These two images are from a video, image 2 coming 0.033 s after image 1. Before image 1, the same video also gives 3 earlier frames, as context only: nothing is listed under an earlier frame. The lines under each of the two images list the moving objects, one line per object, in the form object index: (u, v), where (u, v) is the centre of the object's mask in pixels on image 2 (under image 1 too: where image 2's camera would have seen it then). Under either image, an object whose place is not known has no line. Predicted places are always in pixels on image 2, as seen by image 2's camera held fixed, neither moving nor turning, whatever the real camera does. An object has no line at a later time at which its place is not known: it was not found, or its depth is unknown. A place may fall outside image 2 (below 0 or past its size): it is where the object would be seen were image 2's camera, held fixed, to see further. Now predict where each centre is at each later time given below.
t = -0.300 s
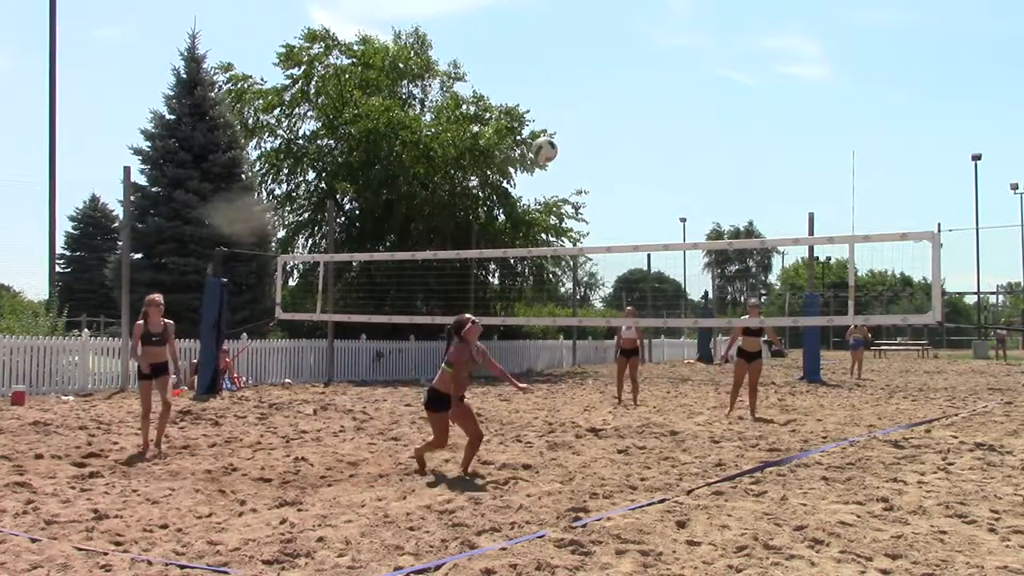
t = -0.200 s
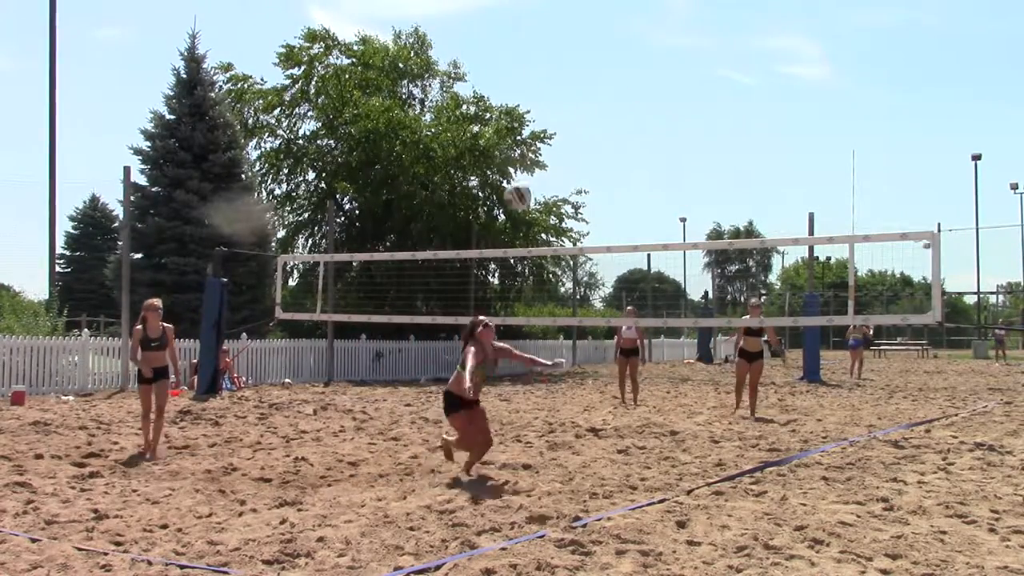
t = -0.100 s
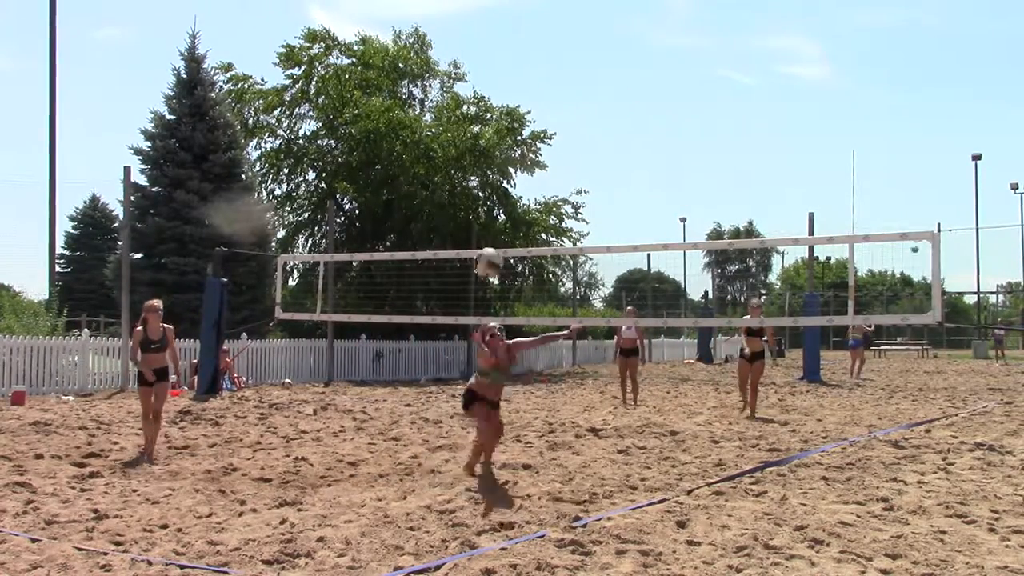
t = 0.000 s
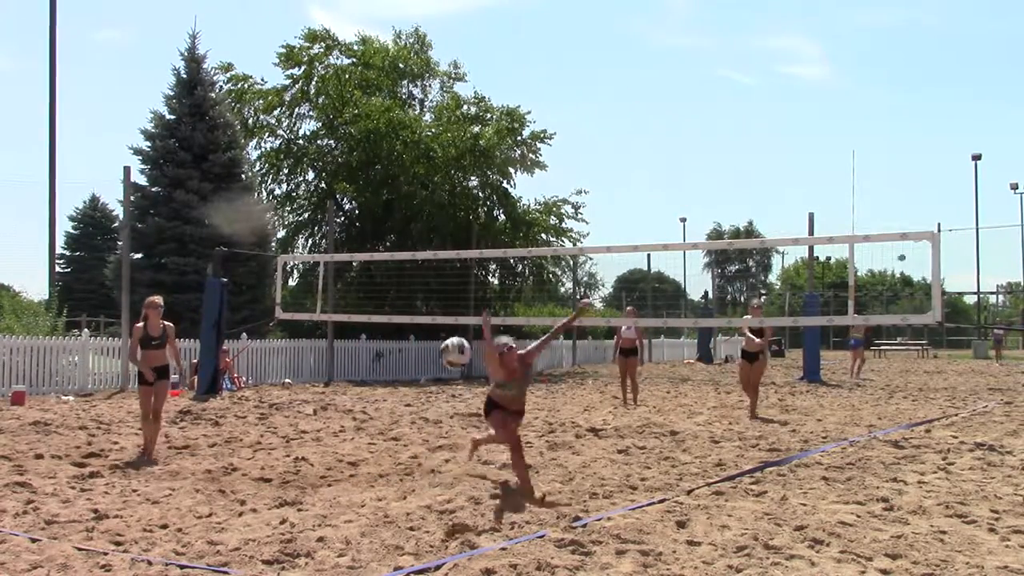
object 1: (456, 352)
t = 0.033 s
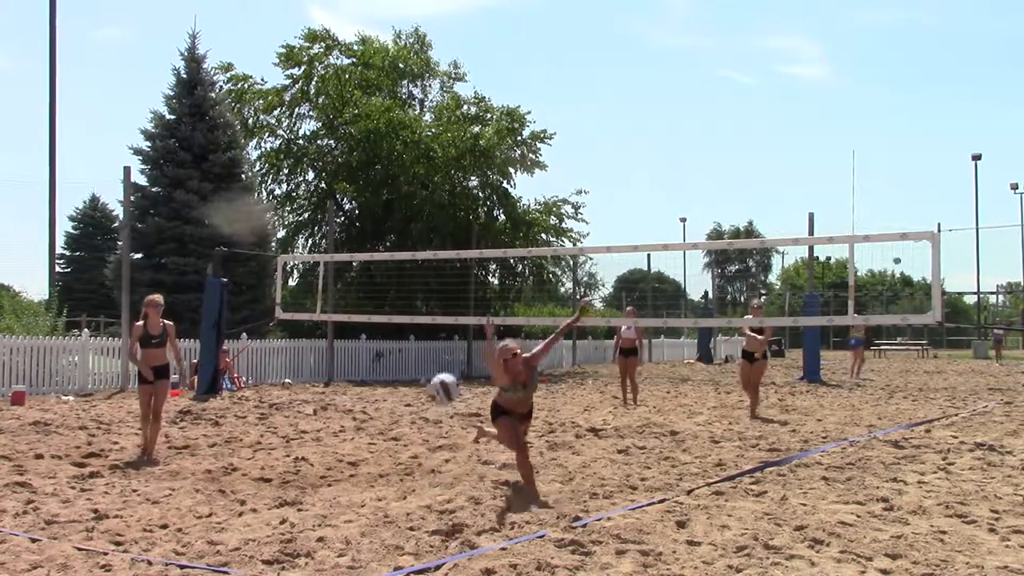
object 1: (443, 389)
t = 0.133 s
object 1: (405, 522)
